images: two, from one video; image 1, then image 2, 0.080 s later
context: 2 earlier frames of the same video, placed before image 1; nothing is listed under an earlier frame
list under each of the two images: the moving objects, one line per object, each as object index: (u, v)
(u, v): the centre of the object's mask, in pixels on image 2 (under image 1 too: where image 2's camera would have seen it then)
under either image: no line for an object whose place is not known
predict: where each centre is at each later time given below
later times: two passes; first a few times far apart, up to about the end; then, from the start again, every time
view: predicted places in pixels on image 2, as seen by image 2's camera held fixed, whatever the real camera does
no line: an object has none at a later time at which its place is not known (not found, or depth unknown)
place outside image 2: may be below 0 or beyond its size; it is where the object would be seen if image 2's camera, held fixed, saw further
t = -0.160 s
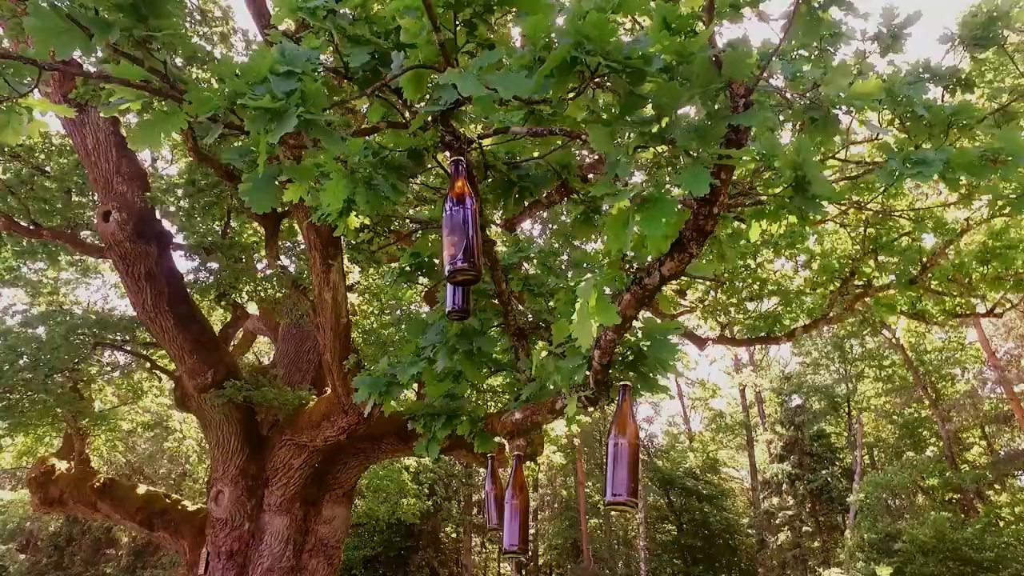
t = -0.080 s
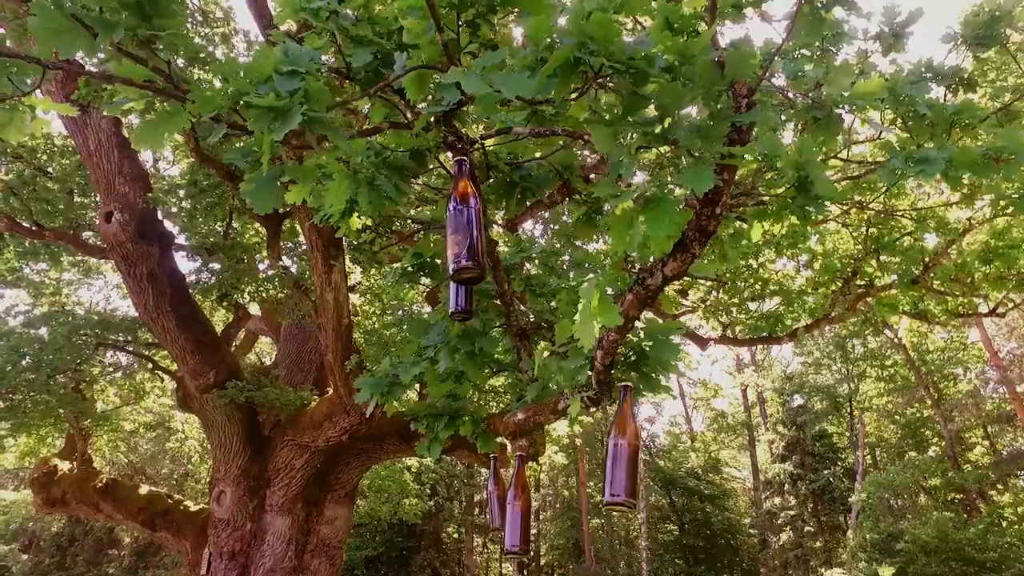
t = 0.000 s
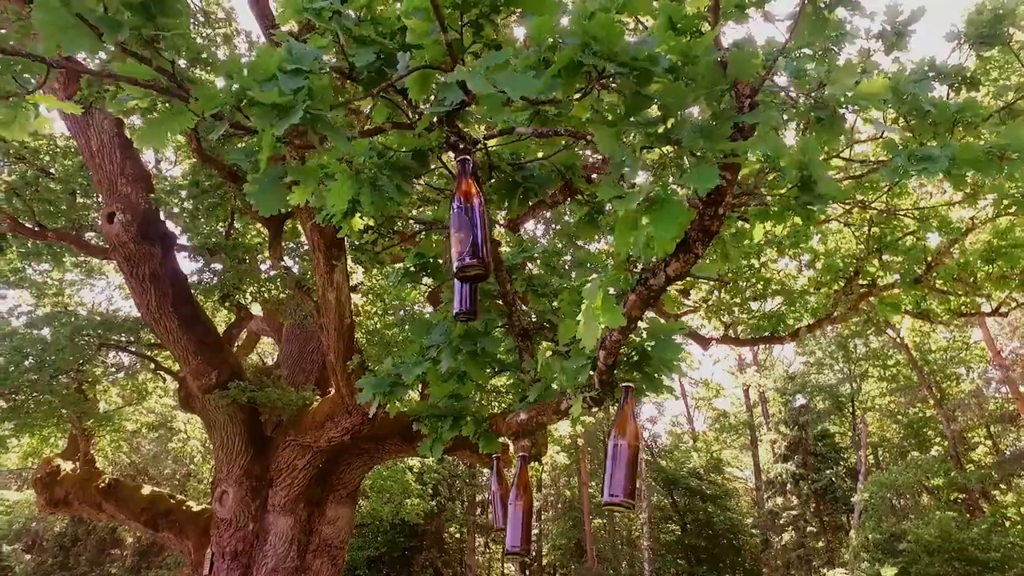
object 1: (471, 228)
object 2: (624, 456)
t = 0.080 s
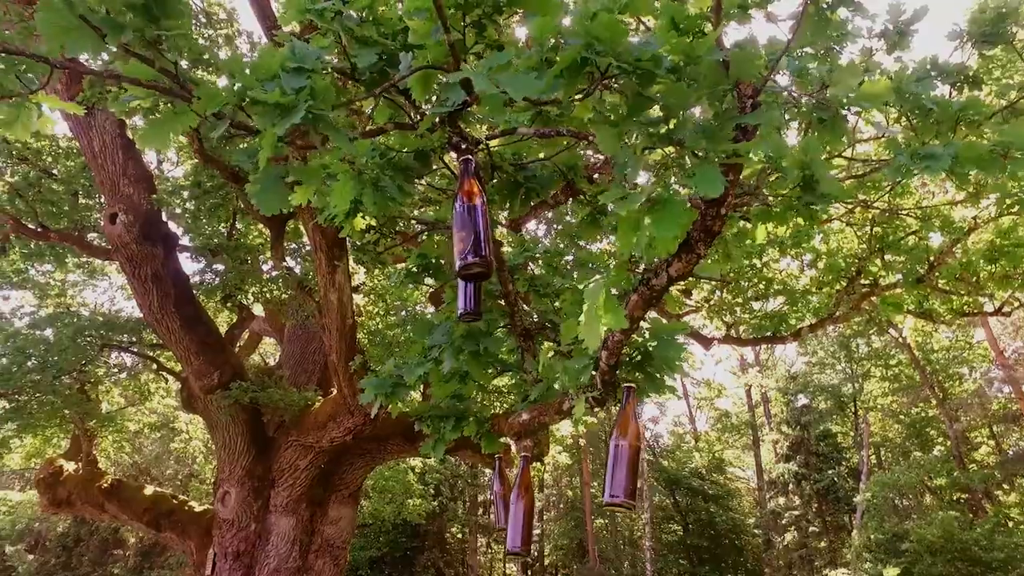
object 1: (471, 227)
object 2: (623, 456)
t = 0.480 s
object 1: (464, 232)
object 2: (638, 457)
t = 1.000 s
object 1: (464, 235)
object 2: (627, 457)
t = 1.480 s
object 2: (631, 455)
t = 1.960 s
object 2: (634, 456)
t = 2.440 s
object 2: (625, 456)
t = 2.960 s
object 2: (636, 456)
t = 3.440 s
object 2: (629, 456)
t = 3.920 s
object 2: (634, 457)
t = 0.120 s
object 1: (471, 226)
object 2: (623, 456)
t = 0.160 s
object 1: (471, 226)
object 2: (624, 456)
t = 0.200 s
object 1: (471, 226)
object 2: (625, 456)
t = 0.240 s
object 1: (470, 227)
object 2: (626, 456)
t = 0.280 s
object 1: (469, 227)
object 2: (628, 456)
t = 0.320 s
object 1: (468, 228)
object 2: (630, 457)
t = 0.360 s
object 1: (467, 229)
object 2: (632, 457)
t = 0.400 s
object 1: (466, 230)
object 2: (634, 456)
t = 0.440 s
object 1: (465, 231)
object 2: (636, 457)
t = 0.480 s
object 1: (464, 232)
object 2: (638, 457)
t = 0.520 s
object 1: (463, 232)
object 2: (639, 457)
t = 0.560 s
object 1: (462, 234)
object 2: (640, 457)
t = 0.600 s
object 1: (461, 235)
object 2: (641, 457)
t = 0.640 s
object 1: (461, 235)
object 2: (641, 457)
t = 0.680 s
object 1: (461, 236)
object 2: (641, 457)
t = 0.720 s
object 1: (460, 236)
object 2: (640, 457)
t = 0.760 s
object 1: (460, 237)
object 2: (638, 456)
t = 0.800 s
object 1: (461, 237)
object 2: (637, 457)
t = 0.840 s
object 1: (461, 237)
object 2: (635, 457)
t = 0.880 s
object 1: (462, 236)
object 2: (633, 456)
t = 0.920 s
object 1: (462, 236)
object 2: (631, 456)
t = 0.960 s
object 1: (463, 235)
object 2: (628, 456)
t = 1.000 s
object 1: (464, 235)
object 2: (627, 457)
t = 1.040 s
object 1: (464, 234)
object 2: (625, 457)
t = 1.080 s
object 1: (466, 233)
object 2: (623, 457)
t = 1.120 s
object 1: (466, 233)
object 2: (622, 457)
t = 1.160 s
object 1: (467, 232)
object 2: (621, 457)
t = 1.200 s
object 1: (467, 231)
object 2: (621, 457)
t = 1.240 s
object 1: (467, 230)
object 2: (621, 457)
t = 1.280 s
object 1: (467, 230)
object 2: (622, 457)
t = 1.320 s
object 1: (467, 229)
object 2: (623, 457)
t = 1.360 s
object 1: (466, 228)
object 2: (625, 457)
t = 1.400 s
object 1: (465, 228)
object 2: (626, 457)
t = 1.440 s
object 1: (465, 228)
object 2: (627, 456)
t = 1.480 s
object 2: (631, 455)
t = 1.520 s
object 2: (632, 456)
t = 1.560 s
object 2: (634, 457)
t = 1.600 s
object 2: (635, 456)
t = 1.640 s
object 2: (636, 457)
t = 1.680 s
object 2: (637, 456)
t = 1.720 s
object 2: (638, 456)
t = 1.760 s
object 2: (638, 456)
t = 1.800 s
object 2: (638, 456)
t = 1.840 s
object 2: (637, 456)
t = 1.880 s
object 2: (637, 456)
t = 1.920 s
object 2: (636, 456)
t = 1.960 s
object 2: (634, 456)
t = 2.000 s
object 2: (633, 456)
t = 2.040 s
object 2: (632, 456)
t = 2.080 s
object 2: (630, 456)
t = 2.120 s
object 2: (628, 455)
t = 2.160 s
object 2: (626, 456)
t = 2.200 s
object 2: (626, 456)
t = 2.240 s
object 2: (625, 456)
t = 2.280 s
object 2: (624, 456)
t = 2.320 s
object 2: (624, 456)
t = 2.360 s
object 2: (624, 456)
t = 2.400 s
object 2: (625, 456)
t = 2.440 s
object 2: (625, 456)
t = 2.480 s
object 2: (626, 456)
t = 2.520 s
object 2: (627, 457)
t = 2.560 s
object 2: (629, 457)
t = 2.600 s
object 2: (630, 457)
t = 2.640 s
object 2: (632, 456)
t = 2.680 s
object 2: (633, 456)
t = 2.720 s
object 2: (634, 456)
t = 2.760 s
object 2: (635, 456)
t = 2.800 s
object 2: (636, 456)
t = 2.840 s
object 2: (636, 456)
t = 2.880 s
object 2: (636, 456)
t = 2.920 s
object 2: (636, 456)
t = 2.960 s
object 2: (636, 456)
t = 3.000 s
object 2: (636, 456)
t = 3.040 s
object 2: (635, 456)
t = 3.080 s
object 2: (634, 456)
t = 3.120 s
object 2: (633, 456)
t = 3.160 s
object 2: (632, 456)
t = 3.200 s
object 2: (631, 456)
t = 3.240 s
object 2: (631, 456)
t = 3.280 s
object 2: (630, 456)
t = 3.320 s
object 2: (629, 456)
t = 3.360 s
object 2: (629, 456)
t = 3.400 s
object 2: (629, 456)
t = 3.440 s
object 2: (629, 456)
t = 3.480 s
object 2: (629, 457)
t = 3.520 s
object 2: (630, 457)
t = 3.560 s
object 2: (630, 457)
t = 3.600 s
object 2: (631, 456)
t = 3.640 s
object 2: (631, 457)
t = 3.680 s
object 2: (632, 457)
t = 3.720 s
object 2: (633, 457)
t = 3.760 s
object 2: (633, 457)
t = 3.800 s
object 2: (634, 456)
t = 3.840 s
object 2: (634, 456)
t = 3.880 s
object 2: (634, 457)
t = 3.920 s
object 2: (634, 457)
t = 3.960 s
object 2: (634, 456)
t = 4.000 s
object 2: (634, 456)
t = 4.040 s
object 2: (634, 456)
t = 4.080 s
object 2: (633, 456)
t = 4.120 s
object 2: (632, 456)
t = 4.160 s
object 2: (632, 456)
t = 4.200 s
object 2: (631, 456)
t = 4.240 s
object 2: (630, 456)
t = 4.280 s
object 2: (630, 457)
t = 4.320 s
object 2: (629, 457)
